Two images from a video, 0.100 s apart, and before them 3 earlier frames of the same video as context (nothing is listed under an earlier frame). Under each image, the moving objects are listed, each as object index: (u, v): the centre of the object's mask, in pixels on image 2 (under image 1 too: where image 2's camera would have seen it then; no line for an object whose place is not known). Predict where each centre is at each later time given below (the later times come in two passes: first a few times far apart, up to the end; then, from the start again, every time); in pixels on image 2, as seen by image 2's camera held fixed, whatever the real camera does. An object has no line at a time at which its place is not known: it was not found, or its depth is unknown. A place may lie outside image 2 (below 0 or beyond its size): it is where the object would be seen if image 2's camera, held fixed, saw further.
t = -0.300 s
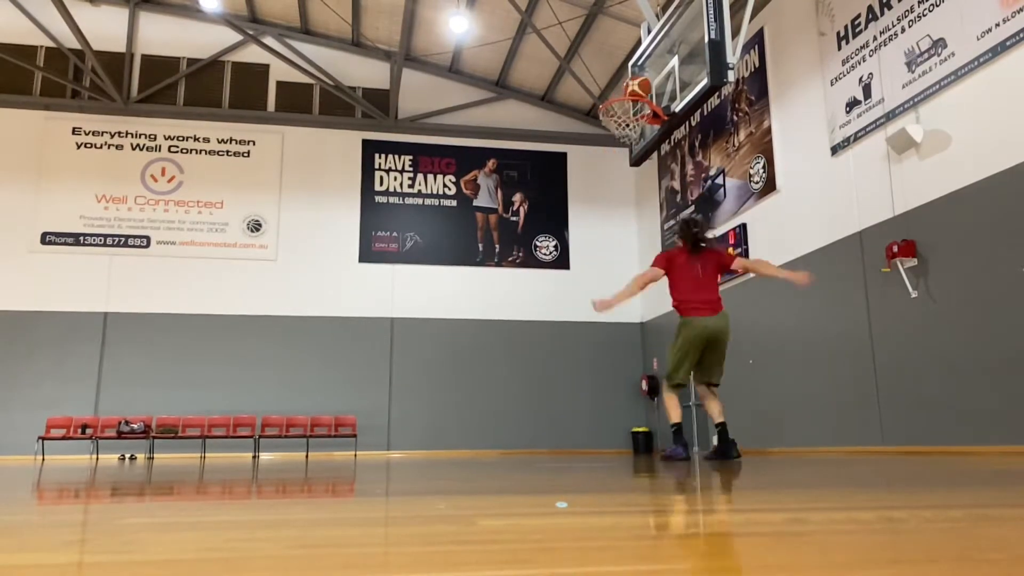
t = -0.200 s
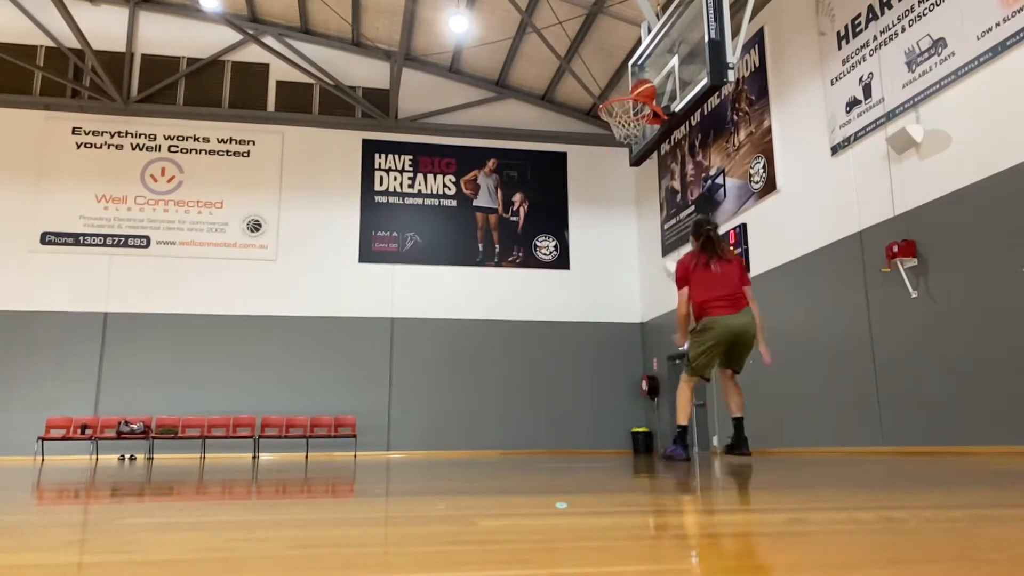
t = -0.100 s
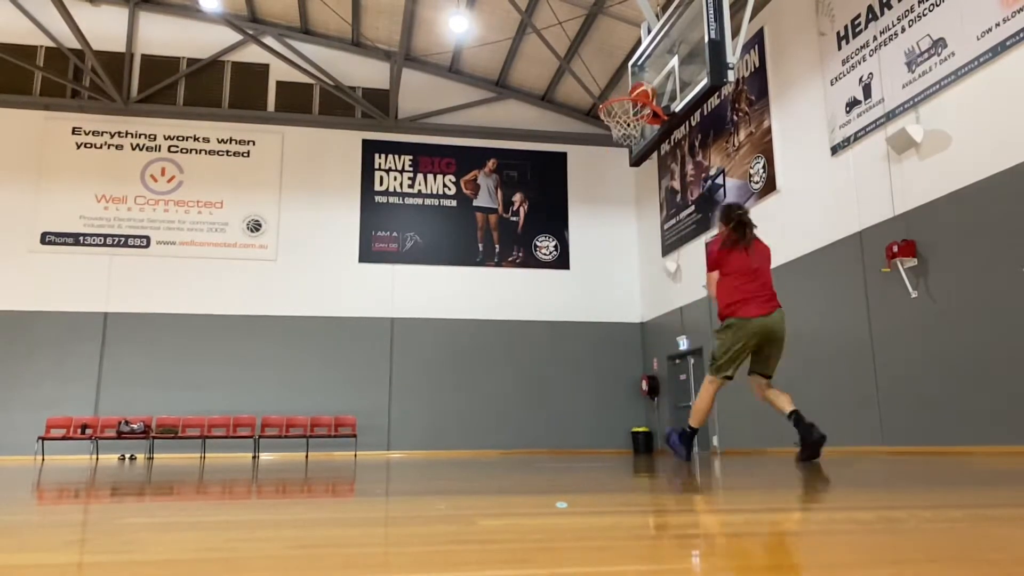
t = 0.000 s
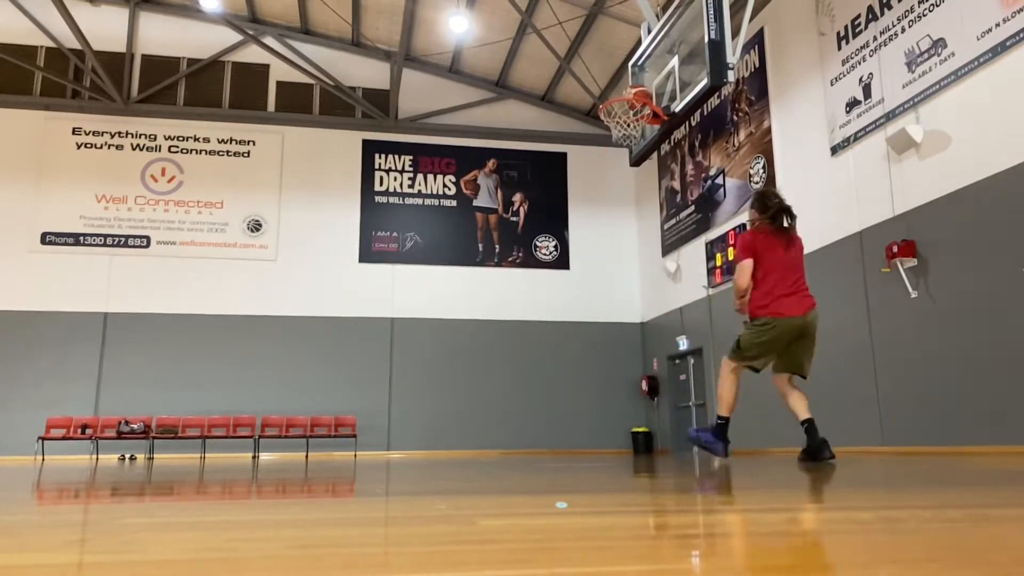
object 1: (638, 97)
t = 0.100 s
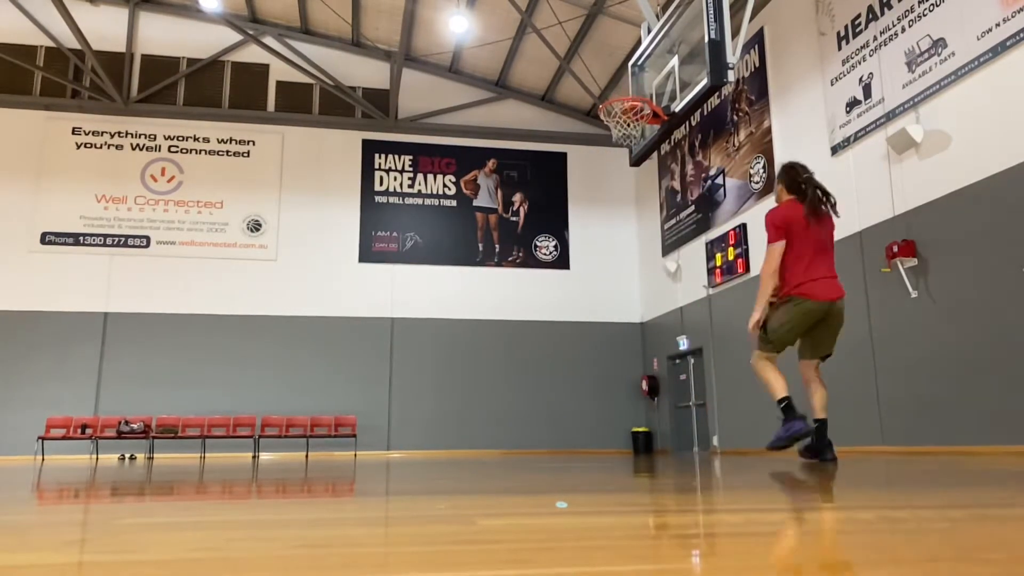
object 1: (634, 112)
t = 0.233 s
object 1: (623, 138)
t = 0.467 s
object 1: (611, 179)
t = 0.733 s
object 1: (599, 309)
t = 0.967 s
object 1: (591, 402)
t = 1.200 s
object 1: (585, 282)
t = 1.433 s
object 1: (582, 225)
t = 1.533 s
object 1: (581, 221)
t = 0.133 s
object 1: (633, 104)
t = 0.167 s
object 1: (625, 136)
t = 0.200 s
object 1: (625, 136)
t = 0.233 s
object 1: (623, 138)
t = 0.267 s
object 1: (621, 140)
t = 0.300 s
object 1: (619, 143)
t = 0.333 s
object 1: (618, 146)
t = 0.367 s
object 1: (616, 151)
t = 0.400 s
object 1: (615, 160)
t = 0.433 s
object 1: (613, 168)
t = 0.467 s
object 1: (611, 179)
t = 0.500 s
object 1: (609, 190)
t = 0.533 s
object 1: (608, 203)
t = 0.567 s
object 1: (606, 217)
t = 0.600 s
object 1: (605, 233)
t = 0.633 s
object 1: (603, 250)
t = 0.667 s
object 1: (602, 268)
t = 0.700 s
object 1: (600, 288)
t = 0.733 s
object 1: (599, 309)
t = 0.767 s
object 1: (598, 333)
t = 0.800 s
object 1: (596, 357)
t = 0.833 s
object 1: (595, 384)
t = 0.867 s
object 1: (594, 412)
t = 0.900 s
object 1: (593, 443)
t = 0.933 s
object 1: (592, 426)
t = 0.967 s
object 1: (591, 402)
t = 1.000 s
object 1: (589, 381)
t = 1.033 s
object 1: (588, 362)
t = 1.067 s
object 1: (588, 342)
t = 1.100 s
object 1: (587, 326)
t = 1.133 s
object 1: (586, 309)
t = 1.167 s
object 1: (586, 295)
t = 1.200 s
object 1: (585, 282)
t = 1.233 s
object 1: (584, 270)
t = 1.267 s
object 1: (584, 259)
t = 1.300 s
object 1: (584, 250)
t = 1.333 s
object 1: (583, 242)
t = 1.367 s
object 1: (583, 235)
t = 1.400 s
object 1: (582, 230)
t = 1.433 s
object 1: (582, 225)
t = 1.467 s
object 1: (582, 222)
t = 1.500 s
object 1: (581, 221)
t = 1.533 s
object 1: (581, 221)
